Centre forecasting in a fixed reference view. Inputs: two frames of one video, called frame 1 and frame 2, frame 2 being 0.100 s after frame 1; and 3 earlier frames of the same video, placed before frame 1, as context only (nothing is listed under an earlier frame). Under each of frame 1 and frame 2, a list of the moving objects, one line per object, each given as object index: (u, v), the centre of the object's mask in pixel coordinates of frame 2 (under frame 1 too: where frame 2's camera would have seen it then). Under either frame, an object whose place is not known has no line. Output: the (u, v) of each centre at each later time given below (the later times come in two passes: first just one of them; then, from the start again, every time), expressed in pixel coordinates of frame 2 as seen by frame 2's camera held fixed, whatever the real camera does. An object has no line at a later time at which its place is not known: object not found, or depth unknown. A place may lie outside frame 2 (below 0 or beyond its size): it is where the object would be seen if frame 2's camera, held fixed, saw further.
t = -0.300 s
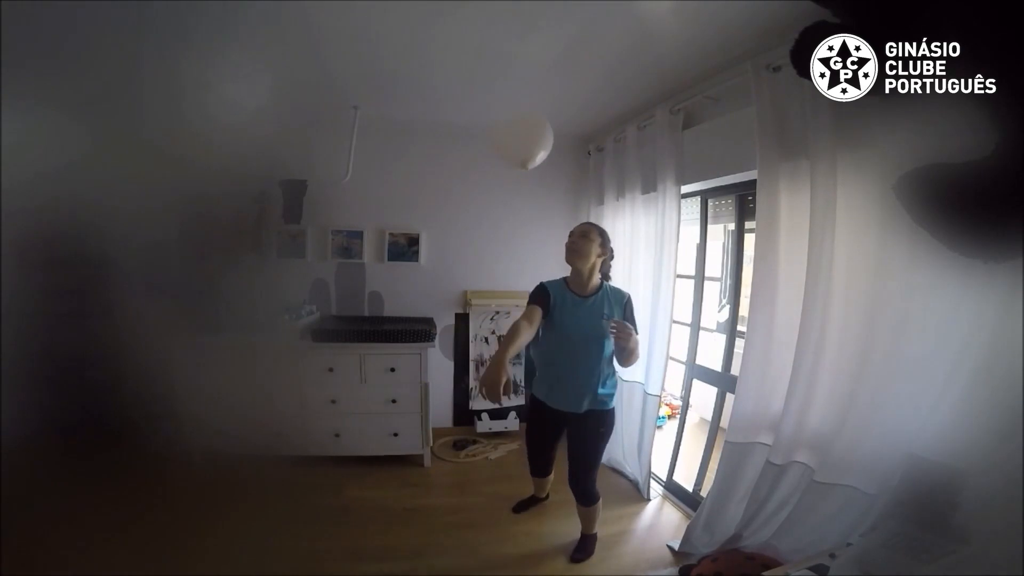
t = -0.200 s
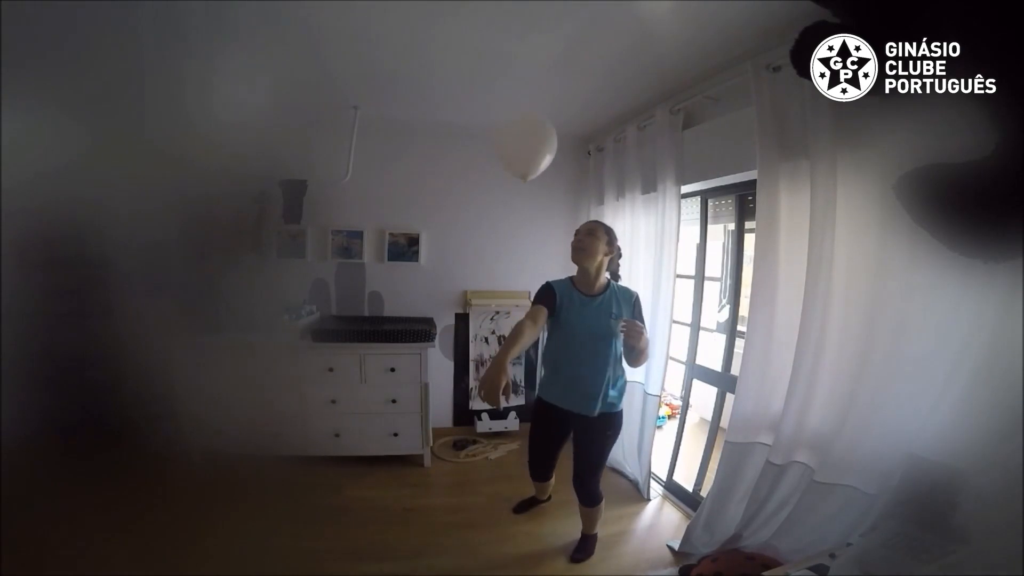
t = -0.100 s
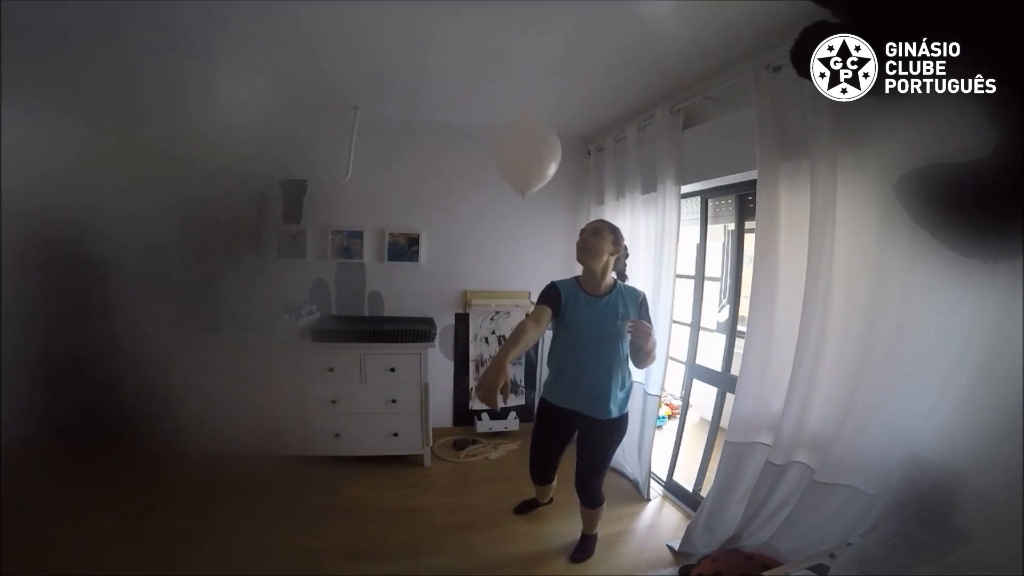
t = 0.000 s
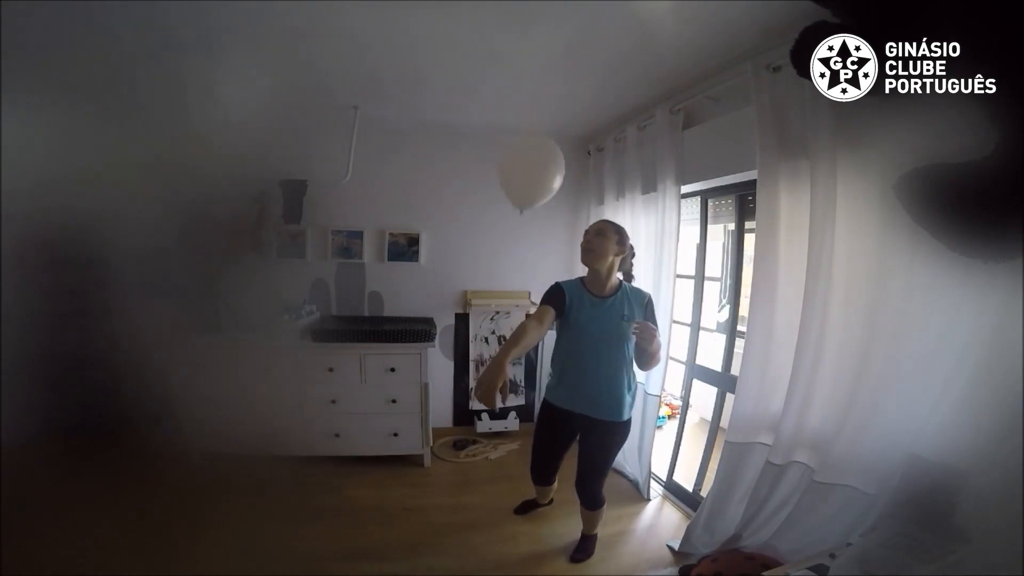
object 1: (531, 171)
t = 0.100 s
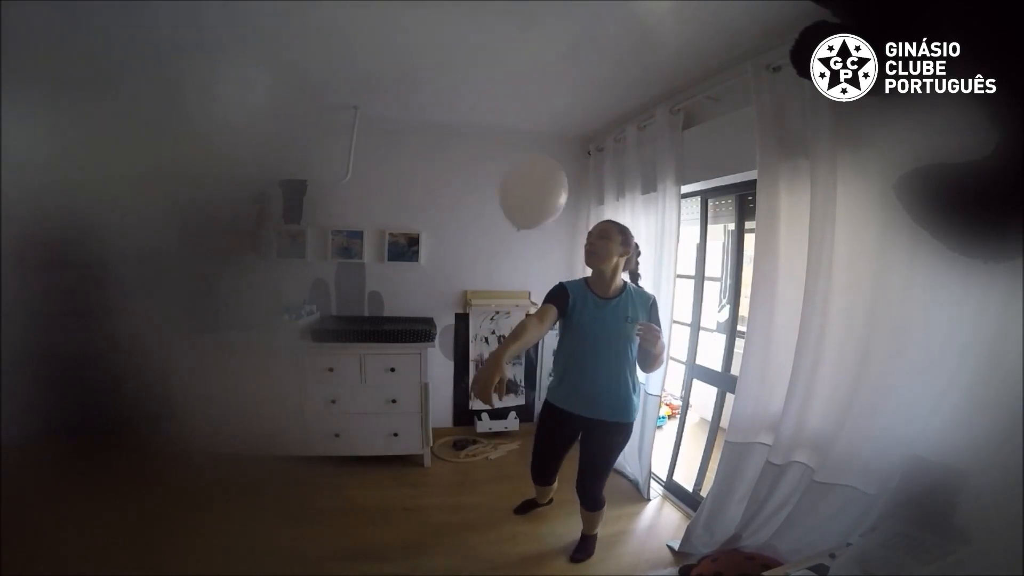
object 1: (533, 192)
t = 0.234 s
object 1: (535, 230)
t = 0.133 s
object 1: (534, 201)
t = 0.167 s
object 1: (535, 208)
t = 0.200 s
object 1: (534, 220)
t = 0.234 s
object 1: (535, 230)
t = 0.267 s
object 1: (534, 241)
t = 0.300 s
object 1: (534, 252)
